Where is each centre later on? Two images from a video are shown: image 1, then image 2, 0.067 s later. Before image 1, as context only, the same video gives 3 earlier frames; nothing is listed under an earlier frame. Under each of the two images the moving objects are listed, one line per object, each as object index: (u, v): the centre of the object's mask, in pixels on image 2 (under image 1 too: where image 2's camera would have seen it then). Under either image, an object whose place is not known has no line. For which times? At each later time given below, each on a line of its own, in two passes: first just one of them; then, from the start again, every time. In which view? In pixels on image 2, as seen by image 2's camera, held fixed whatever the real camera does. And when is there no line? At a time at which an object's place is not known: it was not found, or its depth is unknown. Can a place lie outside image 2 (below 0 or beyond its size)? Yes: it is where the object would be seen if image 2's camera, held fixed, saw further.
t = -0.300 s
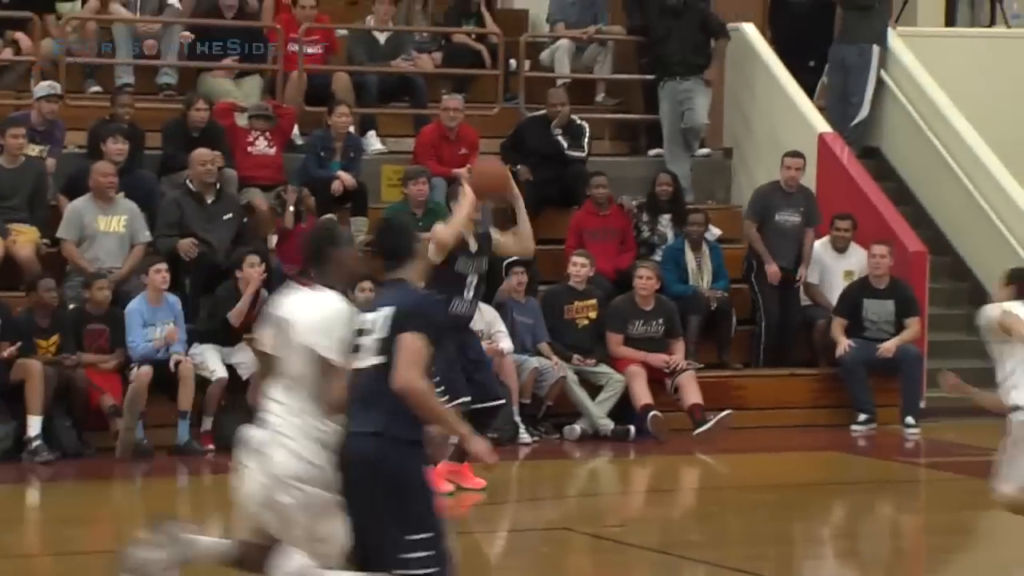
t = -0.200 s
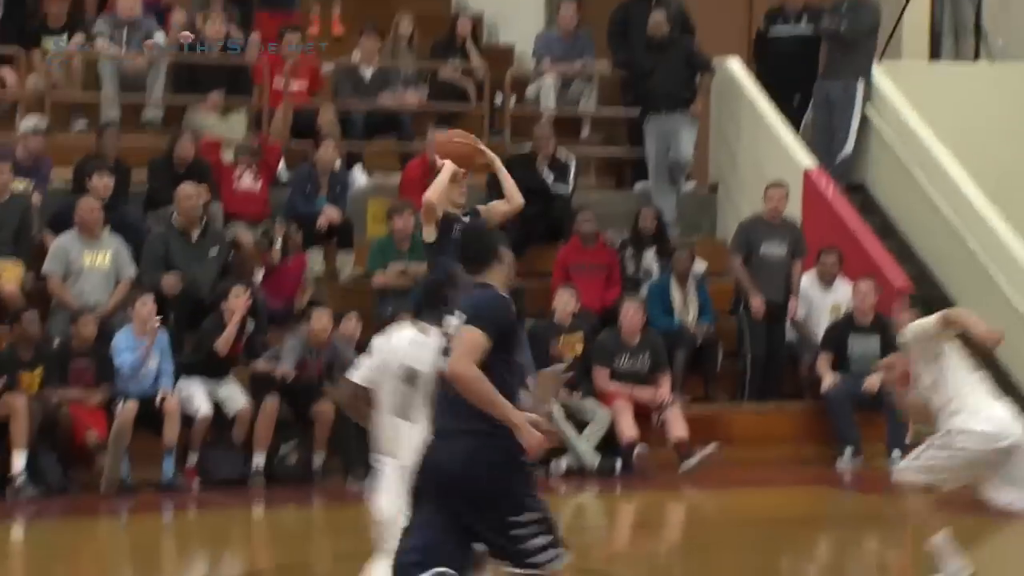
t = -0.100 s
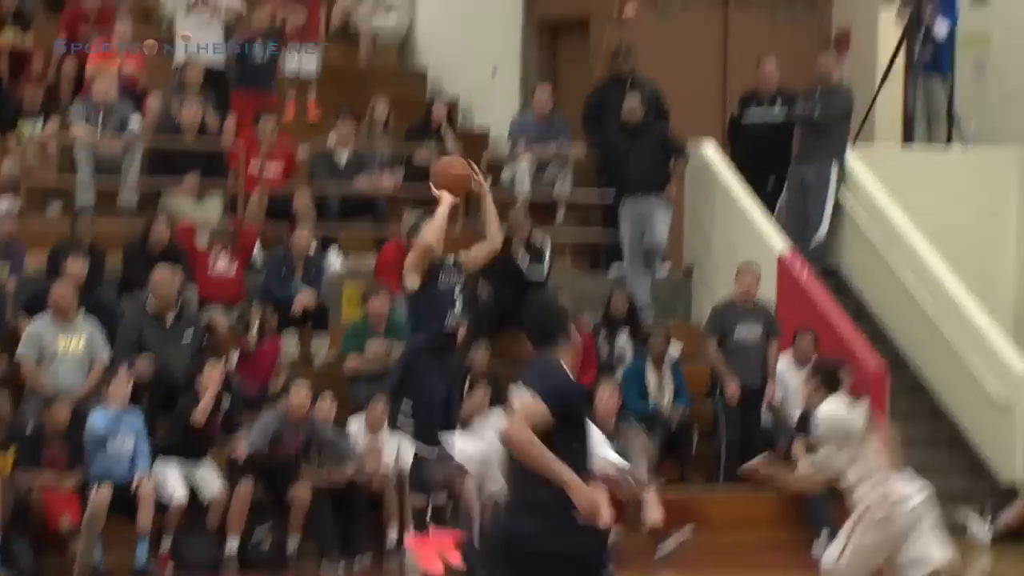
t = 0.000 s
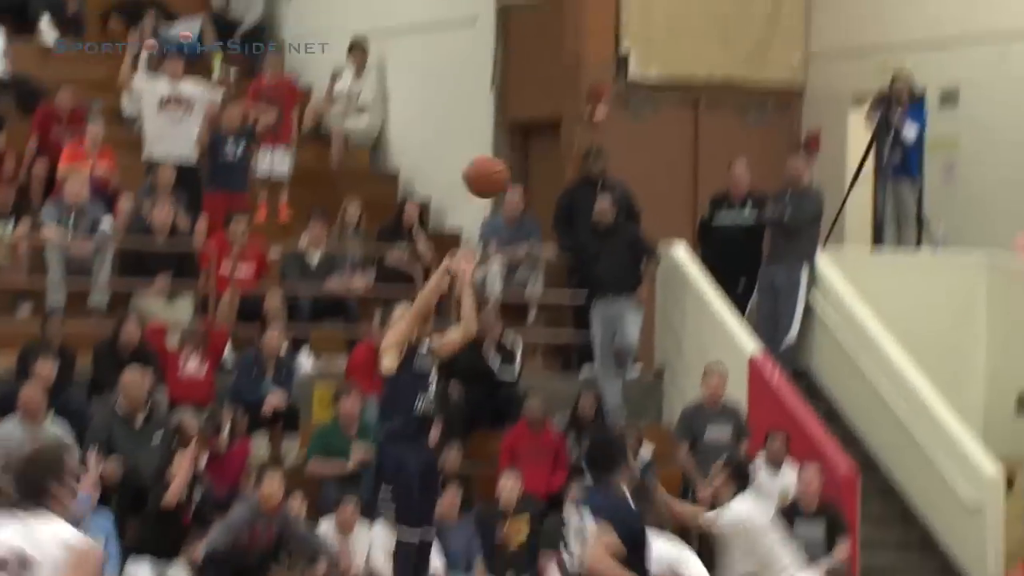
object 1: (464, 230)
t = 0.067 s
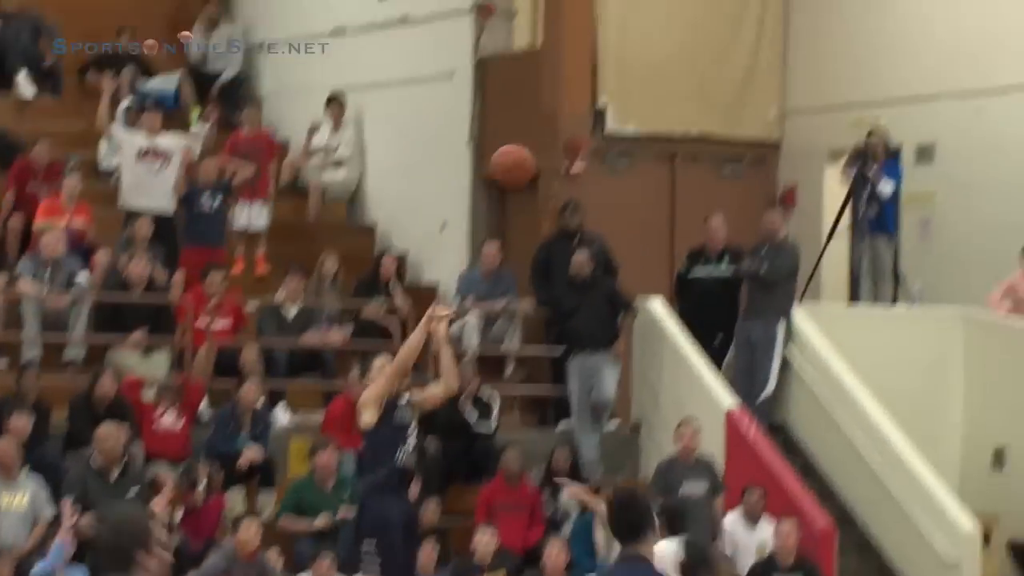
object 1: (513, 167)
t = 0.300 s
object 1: (693, -11)
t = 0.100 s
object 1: (538, 136)
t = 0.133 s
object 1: (562, 107)
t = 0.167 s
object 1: (587, 80)
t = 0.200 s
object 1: (613, 56)
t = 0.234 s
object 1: (640, 31)
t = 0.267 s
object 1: (666, 9)
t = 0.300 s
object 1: (693, -11)
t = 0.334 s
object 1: (721, -30)
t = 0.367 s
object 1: (748, -47)
